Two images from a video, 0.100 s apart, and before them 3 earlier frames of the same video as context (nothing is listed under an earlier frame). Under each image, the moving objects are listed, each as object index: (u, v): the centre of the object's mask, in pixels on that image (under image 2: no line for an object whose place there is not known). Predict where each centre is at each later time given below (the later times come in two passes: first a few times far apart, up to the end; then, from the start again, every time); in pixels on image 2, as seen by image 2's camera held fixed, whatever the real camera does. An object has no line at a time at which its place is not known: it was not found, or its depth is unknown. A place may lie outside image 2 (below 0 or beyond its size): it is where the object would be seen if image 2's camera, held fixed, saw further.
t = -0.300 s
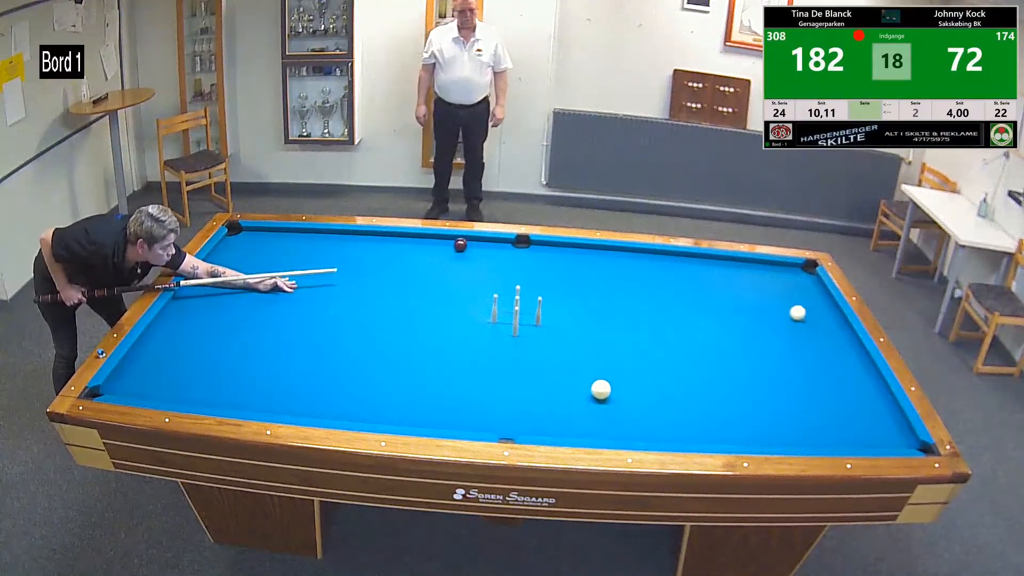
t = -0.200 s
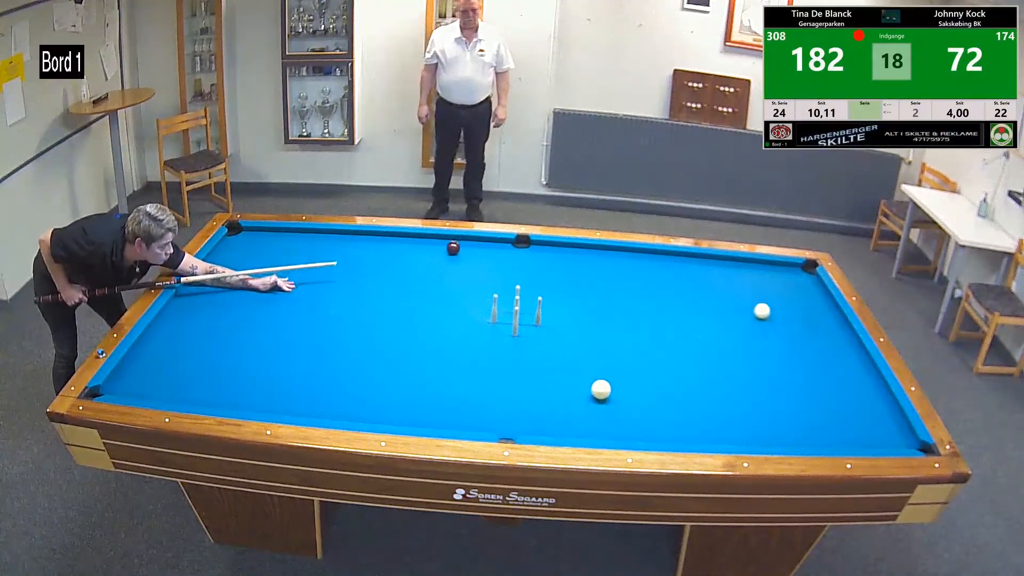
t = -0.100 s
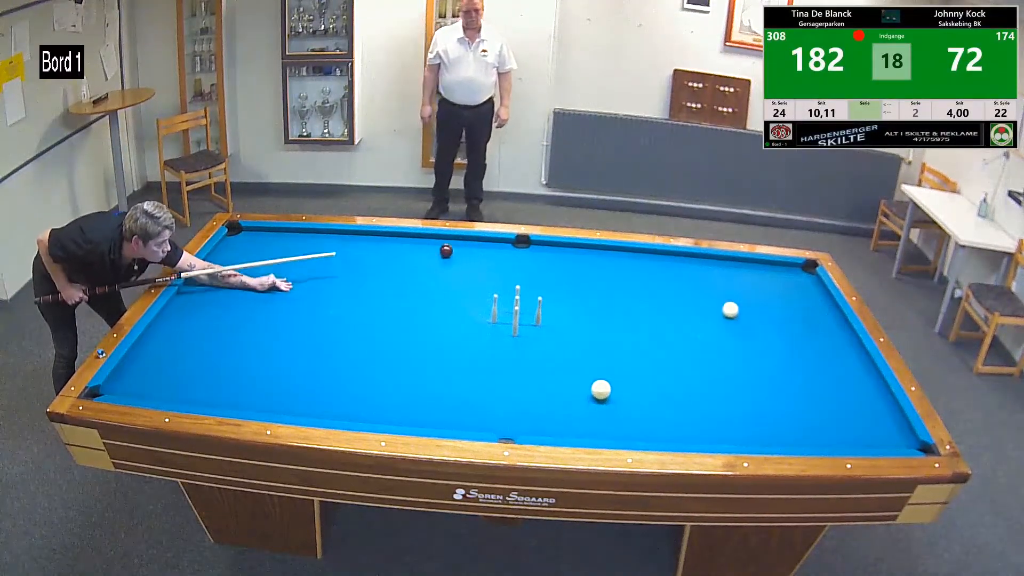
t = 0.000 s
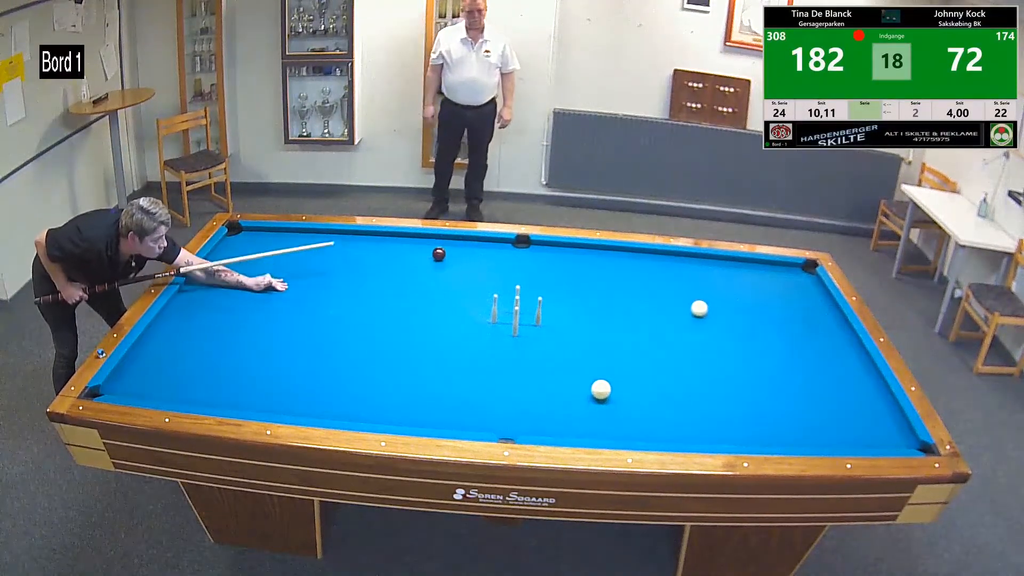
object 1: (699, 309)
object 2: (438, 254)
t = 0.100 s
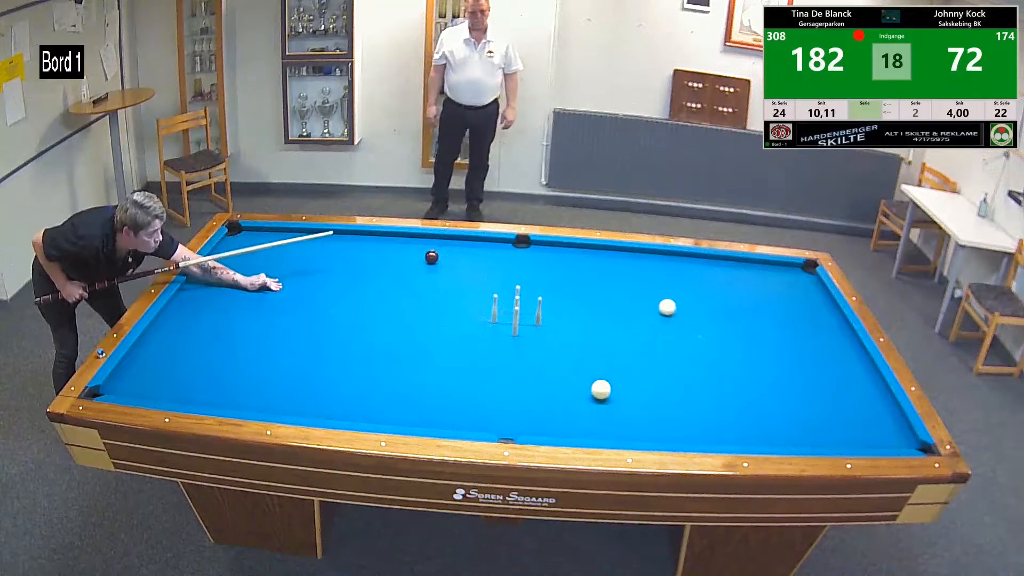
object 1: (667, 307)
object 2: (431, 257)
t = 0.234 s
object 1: (624, 306)
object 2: (422, 261)
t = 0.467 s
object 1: (546, 303)
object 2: (404, 269)
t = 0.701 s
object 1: (467, 300)
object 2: (388, 276)
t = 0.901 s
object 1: (402, 297)
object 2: (373, 282)
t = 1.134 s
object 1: (329, 295)
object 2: (356, 290)
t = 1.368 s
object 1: (260, 292)
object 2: (339, 297)
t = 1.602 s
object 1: (198, 290)
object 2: (322, 305)
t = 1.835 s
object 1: (213, 292)
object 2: (305, 312)
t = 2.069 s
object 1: (249, 294)
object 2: (288, 320)
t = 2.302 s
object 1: (287, 297)
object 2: (272, 327)
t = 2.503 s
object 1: (320, 299)
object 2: (258, 333)
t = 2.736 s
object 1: (360, 302)
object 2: (242, 340)
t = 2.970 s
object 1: (400, 305)
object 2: (227, 347)
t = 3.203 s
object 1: (439, 308)
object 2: (211, 354)
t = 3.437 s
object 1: (479, 311)
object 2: (197, 361)
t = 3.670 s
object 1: (514, 312)
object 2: (182, 367)
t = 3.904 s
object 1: (553, 314)
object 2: (169, 373)
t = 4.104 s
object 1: (580, 316)
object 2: (157, 378)
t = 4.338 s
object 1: (611, 317)
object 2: (145, 384)
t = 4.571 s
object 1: (641, 318)
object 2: (133, 389)
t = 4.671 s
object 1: (654, 319)
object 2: (128, 390)
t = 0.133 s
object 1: (656, 307)
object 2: (429, 258)
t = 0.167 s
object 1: (645, 307)
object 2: (426, 259)
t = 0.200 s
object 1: (635, 306)
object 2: (424, 260)
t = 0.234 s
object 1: (624, 306)
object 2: (422, 261)
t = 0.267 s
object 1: (612, 305)
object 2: (419, 262)
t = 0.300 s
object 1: (601, 305)
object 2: (417, 263)
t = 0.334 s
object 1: (590, 305)
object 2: (414, 264)
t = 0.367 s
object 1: (579, 304)
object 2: (412, 265)
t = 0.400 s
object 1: (567, 304)
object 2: (409, 266)
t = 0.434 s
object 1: (556, 304)
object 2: (407, 267)
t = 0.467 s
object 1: (546, 303)
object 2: (404, 269)
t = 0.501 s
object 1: (533, 302)
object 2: (402, 270)
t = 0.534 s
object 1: (524, 302)
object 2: (400, 270)
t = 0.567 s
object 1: (510, 303)
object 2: (397, 272)
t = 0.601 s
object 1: (501, 301)
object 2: (395, 273)
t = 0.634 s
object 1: (488, 300)
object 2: (393, 274)
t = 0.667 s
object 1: (478, 300)
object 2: (390, 275)
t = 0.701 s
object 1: (467, 300)
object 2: (388, 276)
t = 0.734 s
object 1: (456, 300)
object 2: (385, 277)
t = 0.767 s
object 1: (445, 299)
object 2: (383, 278)
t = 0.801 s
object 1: (434, 299)
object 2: (380, 279)
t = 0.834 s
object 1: (423, 298)
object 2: (378, 280)
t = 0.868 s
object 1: (412, 298)
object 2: (375, 281)
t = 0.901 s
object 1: (402, 297)
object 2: (373, 282)
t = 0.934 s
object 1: (391, 297)
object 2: (371, 283)
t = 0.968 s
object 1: (380, 297)
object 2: (368, 284)
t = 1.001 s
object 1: (370, 296)
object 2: (365, 284)
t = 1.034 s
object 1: (359, 296)
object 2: (364, 284)
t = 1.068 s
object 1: (349, 296)
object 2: (361, 287)
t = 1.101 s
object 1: (339, 295)
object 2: (358, 288)
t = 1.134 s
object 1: (329, 295)
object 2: (356, 290)
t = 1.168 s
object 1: (318, 294)
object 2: (354, 291)
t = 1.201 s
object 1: (309, 294)
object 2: (351, 292)
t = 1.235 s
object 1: (299, 294)
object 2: (349, 293)
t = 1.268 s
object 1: (289, 293)
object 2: (346, 294)
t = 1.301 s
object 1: (279, 293)
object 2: (344, 295)
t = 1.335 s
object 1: (270, 293)
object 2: (341, 296)
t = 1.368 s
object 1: (260, 292)
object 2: (339, 297)
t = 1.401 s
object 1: (251, 292)
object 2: (336, 298)
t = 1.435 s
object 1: (242, 292)
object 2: (334, 299)
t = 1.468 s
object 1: (233, 291)
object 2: (332, 300)
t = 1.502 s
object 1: (224, 291)
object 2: (329, 301)
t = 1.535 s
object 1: (215, 291)
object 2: (327, 303)
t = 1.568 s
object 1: (206, 290)
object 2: (324, 304)
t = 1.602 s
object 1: (198, 290)
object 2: (322, 305)
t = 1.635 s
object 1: (189, 290)
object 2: (319, 306)
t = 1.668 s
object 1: (184, 290)
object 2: (317, 307)
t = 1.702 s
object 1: (190, 290)
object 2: (314, 308)
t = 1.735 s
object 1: (196, 291)
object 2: (312, 309)
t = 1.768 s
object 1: (202, 291)
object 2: (310, 310)
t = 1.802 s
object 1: (208, 291)
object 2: (307, 311)
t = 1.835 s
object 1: (213, 292)
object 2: (305, 312)
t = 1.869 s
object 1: (218, 292)
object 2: (302, 313)
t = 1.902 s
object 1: (223, 293)
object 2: (300, 314)
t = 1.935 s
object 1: (228, 293)
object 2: (298, 315)
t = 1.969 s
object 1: (234, 293)
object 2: (295, 317)
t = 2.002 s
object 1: (239, 294)
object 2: (293, 317)
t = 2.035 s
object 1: (244, 294)
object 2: (291, 319)
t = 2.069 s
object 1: (249, 294)
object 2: (288, 320)
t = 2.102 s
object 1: (254, 295)
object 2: (286, 321)
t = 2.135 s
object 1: (260, 295)
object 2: (283, 322)
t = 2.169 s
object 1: (265, 295)
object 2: (281, 323)
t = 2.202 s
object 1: (271, 296)
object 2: (279, 324)
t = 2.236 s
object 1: (276, 296)
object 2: (276, 325)
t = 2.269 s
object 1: (282, 297)
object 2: (274, 326)
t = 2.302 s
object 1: (287, 297)
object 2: (272, 327)
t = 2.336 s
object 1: (293, 297)
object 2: (269, 328)
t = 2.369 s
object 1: (298, 298)
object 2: (267, 329)
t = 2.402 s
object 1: (304, 298)
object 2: (265, 330)
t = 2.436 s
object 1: (309, 299)
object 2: (263, 331)
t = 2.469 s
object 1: (315, 299)
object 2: (260, 332)
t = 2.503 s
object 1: (320, 299)
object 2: (258, 333)
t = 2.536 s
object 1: (326, 300)
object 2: (256, 334)
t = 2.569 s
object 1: (332, 300)
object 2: (253, 335)
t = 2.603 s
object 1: (337, 301)
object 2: (251, 336)
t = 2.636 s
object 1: (343, 301)
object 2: (249, 338)
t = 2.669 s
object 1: (349, 302)
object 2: (247, 339)
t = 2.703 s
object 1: (354, 302)
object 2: (244, 340)
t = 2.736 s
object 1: (360, 302)
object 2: (242, 340)
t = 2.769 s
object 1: (365, 303)
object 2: (240, 342)
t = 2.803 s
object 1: (371, 303)
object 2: (237, 342)
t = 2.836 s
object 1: (377, 304)
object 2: (235, 343)
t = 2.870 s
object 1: (383, 304)
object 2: (233, 345)
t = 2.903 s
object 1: (388, 304)
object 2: (231, 345)
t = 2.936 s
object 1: (394, 305)
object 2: (229, 346)
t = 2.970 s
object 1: (400, 305)
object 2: (227, 347)
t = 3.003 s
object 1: (405, 306)
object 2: (224, 348)
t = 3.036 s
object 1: (411, 306)
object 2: (222, 349)
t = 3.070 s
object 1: (417, 307)
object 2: (220, 350)
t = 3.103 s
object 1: (422, 307)
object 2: (218, 351)
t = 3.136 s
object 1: (428, 308)
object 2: (216, 352)
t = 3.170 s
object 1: (434, 308)
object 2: (214, 353)
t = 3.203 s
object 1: (439, 308)
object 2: (211, 354)
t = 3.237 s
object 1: (445, 309)
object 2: (209, 355)
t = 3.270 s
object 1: (451, 309)
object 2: (207, 356)
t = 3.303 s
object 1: (457, 310)
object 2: (205, 357)
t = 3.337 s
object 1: (462, 310)
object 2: (203, 358)
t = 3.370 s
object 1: (468, 311)
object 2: (201, 359)
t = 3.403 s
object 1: (473, 311)
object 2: (199, 360)
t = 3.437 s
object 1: (479, 311)
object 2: (197, 361)
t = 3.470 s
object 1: (485, 312)
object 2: (194, 362)
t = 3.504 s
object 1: (489, 312)
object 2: (192, 363)
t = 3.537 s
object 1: (495, 312)
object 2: (190, 364)
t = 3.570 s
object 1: (501, 313)
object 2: (188, 365)
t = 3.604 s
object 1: (508, 310)
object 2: (186, 366)
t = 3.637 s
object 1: (510, 312)
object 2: (184, 366)
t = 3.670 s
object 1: (514, 312)
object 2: (182, 367)
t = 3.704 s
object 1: (523, 313)
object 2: (181, 368)
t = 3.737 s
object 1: (527, 314)
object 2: (179, 369)
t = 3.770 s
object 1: (533, 313)
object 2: (176, 370)
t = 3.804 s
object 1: (536, 315)
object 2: (174, 371)
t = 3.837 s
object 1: (542, 315)
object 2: (173, 372)
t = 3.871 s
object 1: (547, 314)
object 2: (171, 372)
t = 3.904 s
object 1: (553, 314)
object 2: (169, 373)
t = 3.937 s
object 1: (557, 315)
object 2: (167, 374)
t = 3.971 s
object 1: (561, 316)
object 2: (165, 375)
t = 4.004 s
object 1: (566, 316)
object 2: (163, 376)
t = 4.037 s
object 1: (570, 316)
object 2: (161, 376)
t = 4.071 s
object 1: (575, 316)
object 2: (159, 377)
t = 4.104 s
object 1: (580, 316)
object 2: (157, 378)
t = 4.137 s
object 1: (584, 316)
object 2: (156, 379)
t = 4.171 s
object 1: (589, 317)
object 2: (154, 380)
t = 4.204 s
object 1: (593, 317)
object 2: (152, 380)
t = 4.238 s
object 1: (598, 317)
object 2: (150, 381)
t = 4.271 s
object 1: (602, 317)
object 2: (148, 382)
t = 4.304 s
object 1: (607, 317)
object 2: (147, 383)
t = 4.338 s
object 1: (611, 317)
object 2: (145, 384)
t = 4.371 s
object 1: (615, 318)
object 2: (143, 384)
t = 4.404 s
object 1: (620, 318)
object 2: (142, 385)
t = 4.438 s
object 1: (624, 318)
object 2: (140, 386)
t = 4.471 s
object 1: (629, 318)
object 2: (138, 387)
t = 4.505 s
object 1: (633, 318)
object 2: (136, 387)
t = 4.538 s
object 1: (637, 318)
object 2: (135, 388)
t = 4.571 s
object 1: (641, 318)
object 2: (133, 389)
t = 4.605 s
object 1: (646, 318)
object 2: (131, 389)
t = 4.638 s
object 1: (650, 319)
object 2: (130, 389)
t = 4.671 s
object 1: (654, 319)
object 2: (128, 390)
